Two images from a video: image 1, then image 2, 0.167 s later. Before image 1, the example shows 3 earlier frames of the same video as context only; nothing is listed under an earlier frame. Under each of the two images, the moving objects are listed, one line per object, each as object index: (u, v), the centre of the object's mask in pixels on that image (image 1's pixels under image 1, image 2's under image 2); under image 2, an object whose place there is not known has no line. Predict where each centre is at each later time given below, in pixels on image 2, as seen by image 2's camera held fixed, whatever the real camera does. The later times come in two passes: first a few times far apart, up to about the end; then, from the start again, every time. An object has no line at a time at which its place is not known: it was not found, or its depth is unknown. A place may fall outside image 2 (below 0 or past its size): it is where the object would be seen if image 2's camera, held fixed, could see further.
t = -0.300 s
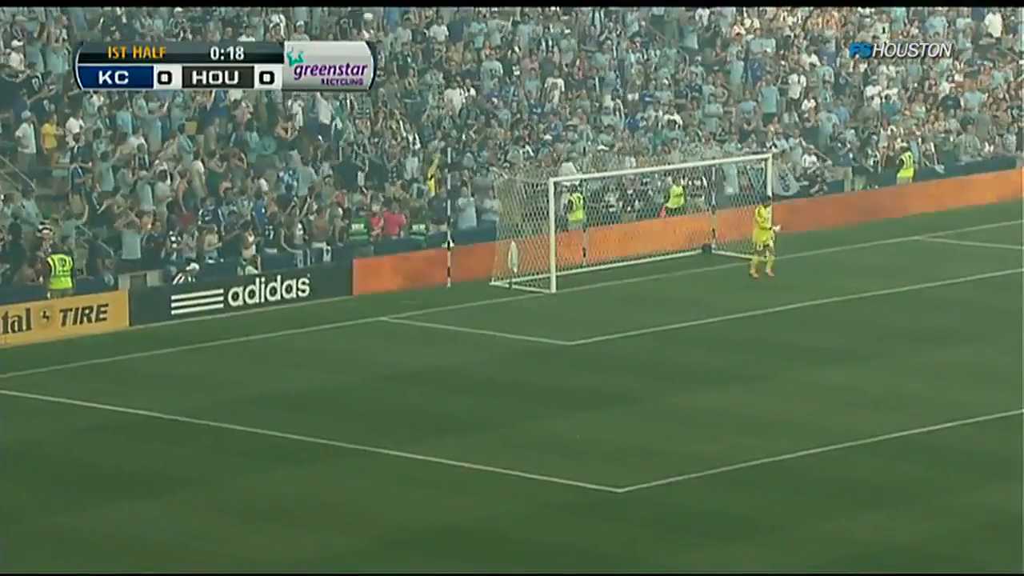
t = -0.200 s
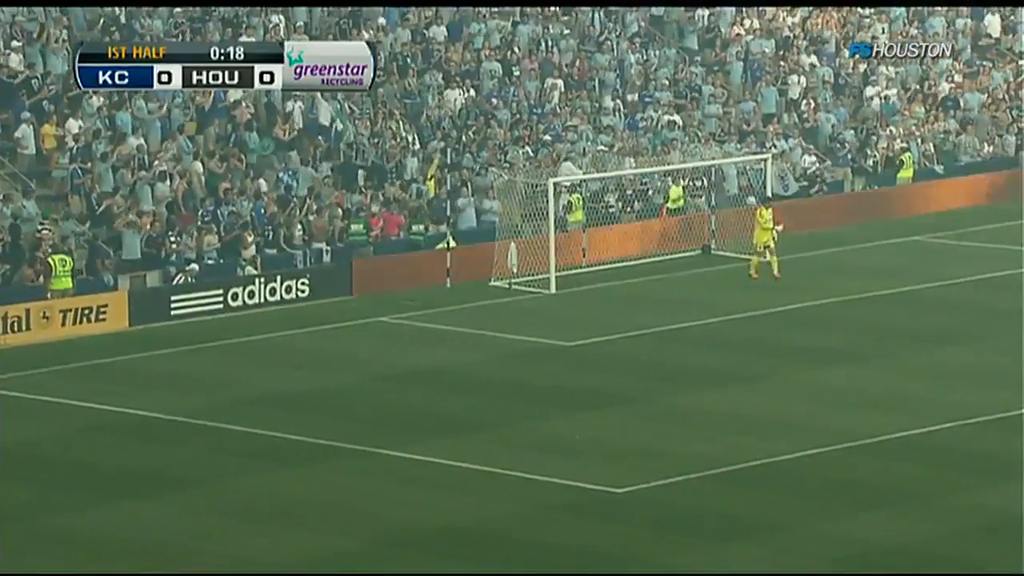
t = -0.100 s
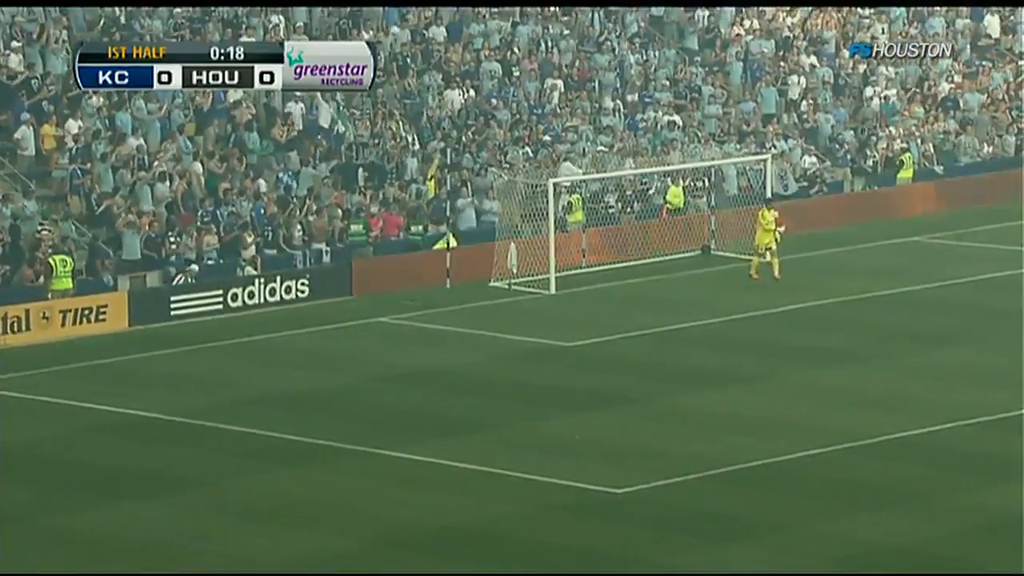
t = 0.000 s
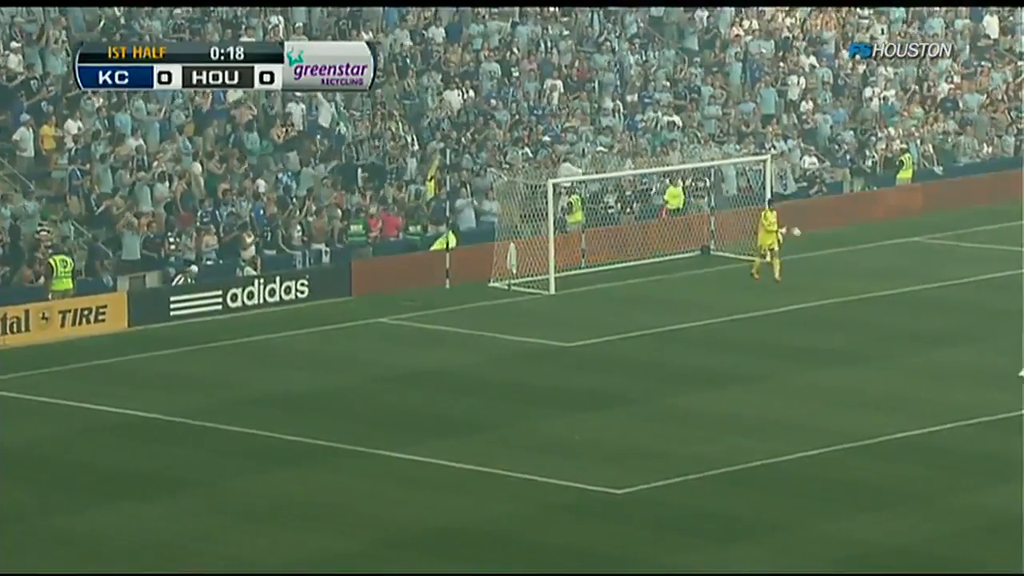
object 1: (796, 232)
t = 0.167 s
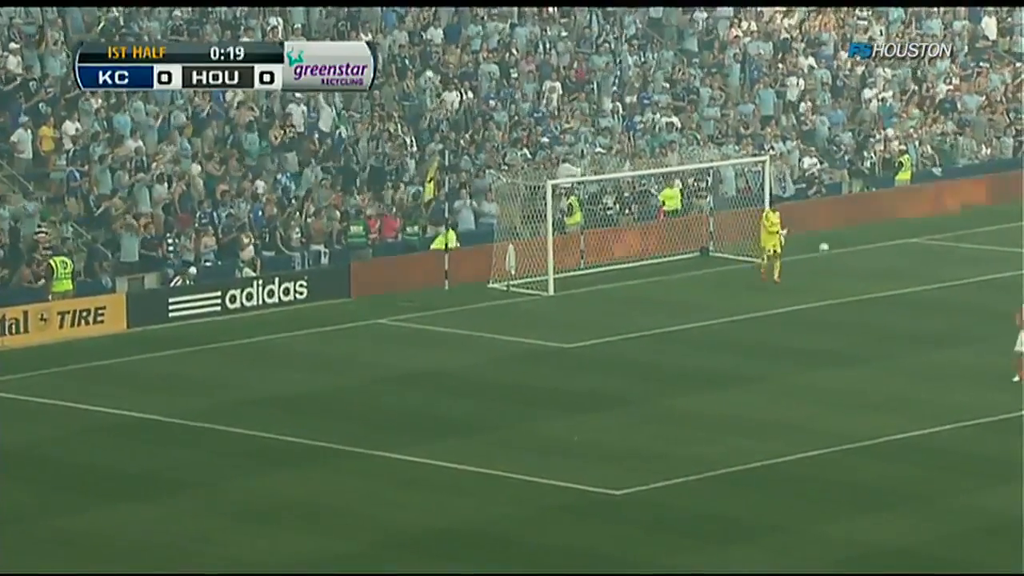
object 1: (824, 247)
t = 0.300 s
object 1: (836, 234)
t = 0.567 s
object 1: (861, 230)
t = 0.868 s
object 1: (887, 261)
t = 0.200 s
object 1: (826, 244)
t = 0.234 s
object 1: (830, 240)
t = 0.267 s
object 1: (833, 237)
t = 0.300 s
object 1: (836, 234)
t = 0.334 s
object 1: (839, 232)
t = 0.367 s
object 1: (842, 230)
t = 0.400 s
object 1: (846, 229)
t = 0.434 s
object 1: (848, 228)
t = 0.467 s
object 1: (851, 228)
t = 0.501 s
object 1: (854, 228)
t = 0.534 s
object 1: (858, 229)
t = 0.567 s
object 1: (861, 230)
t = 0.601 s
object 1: (863, 232)
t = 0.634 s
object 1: (867, 234)
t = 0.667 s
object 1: (870, 237)
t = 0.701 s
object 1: (873, 239)
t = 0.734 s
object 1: (876, 242)
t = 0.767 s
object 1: (878, 247)
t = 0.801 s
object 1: (881, 251)
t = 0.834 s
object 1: (884, 256)
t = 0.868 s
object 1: (887, 261)
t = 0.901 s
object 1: (891, 259)
